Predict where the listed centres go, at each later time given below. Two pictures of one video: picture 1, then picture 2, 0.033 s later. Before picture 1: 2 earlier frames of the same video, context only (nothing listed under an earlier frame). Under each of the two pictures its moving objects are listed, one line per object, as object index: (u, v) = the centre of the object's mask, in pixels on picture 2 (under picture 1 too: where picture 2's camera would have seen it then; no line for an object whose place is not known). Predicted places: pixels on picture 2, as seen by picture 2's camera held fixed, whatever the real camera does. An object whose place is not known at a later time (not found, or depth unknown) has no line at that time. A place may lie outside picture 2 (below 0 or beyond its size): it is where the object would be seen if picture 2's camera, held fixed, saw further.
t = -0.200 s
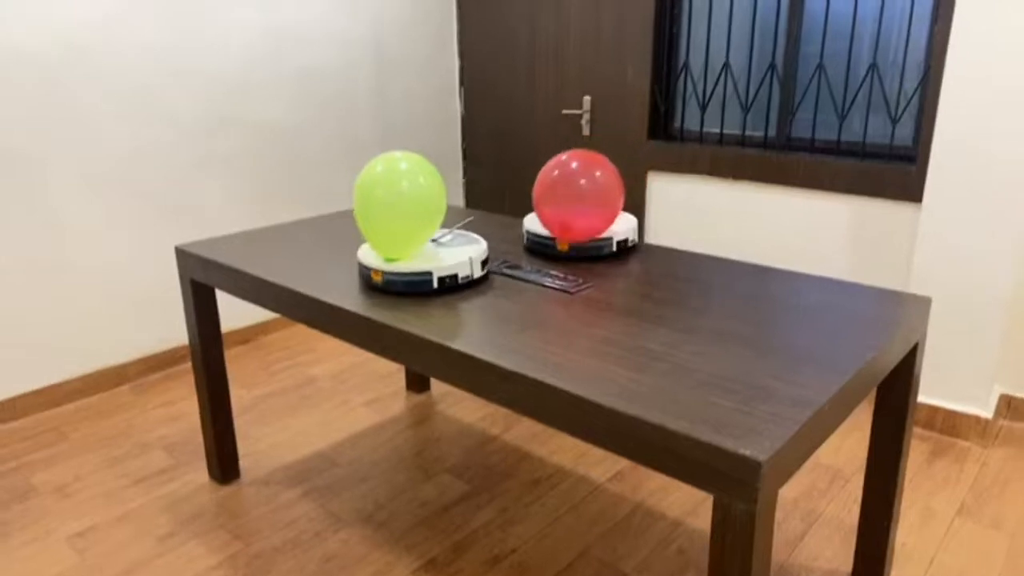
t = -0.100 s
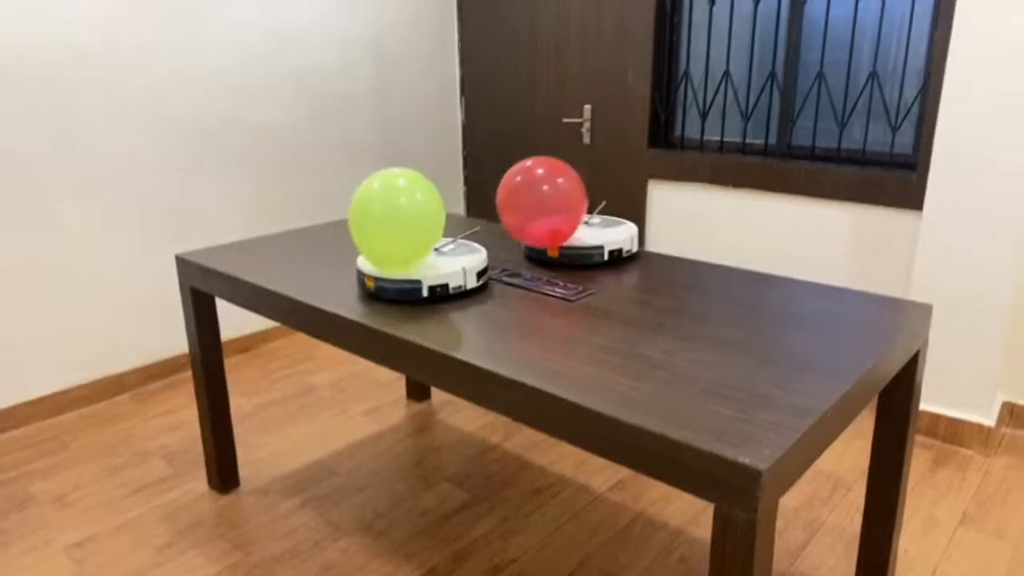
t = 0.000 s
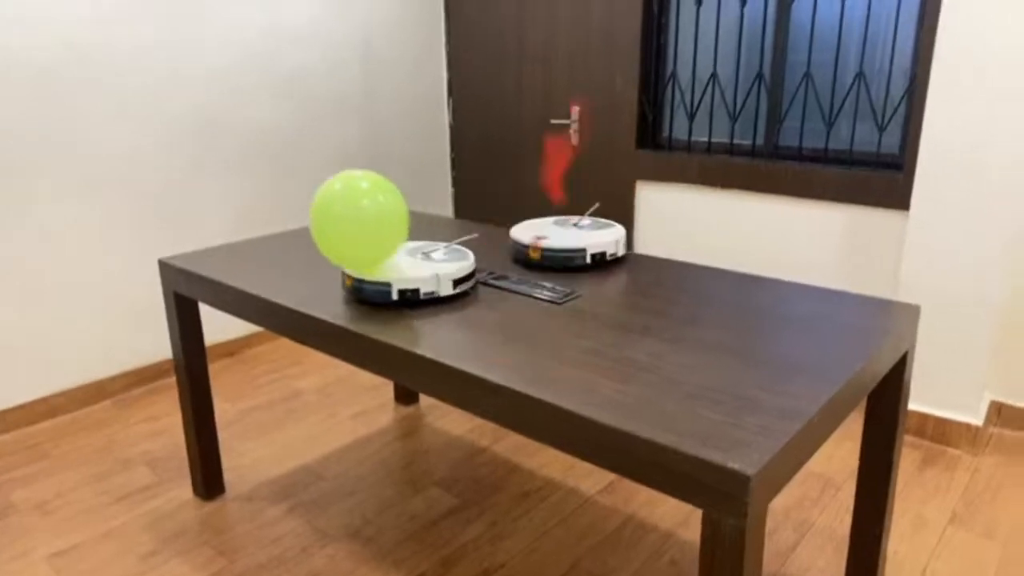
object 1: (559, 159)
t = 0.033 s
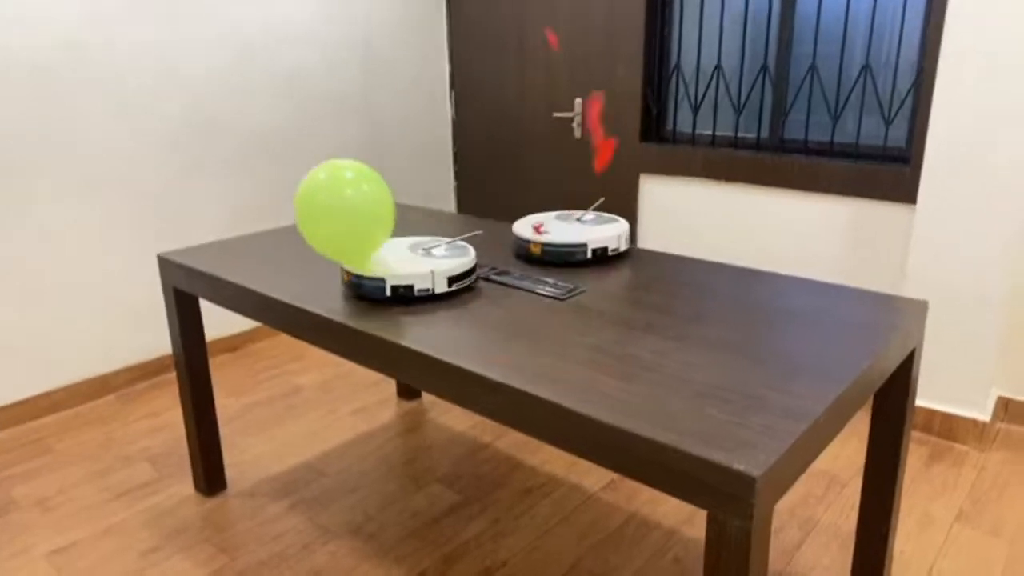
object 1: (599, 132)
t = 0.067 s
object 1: (607, 125)
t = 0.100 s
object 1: (616, 126)
